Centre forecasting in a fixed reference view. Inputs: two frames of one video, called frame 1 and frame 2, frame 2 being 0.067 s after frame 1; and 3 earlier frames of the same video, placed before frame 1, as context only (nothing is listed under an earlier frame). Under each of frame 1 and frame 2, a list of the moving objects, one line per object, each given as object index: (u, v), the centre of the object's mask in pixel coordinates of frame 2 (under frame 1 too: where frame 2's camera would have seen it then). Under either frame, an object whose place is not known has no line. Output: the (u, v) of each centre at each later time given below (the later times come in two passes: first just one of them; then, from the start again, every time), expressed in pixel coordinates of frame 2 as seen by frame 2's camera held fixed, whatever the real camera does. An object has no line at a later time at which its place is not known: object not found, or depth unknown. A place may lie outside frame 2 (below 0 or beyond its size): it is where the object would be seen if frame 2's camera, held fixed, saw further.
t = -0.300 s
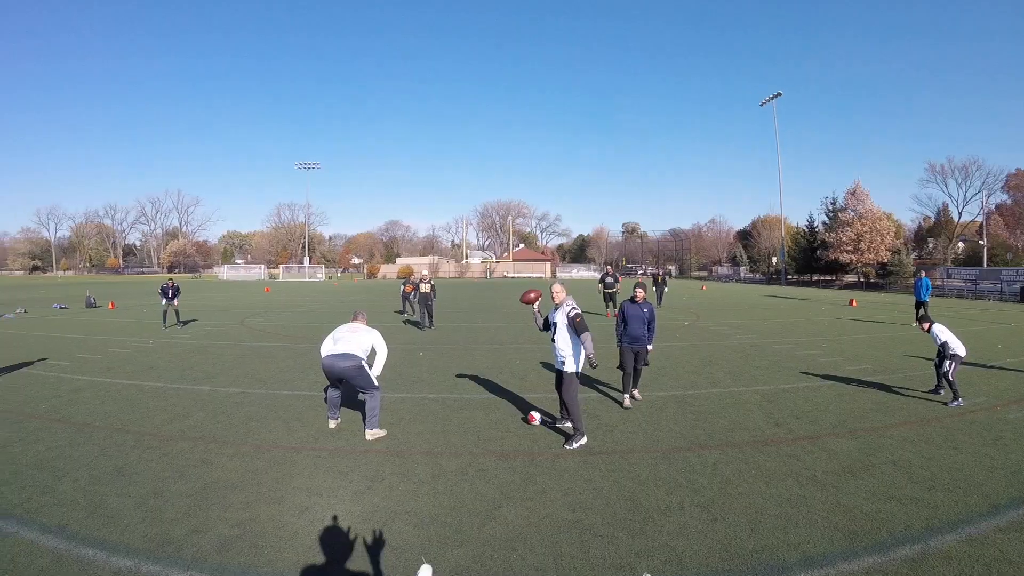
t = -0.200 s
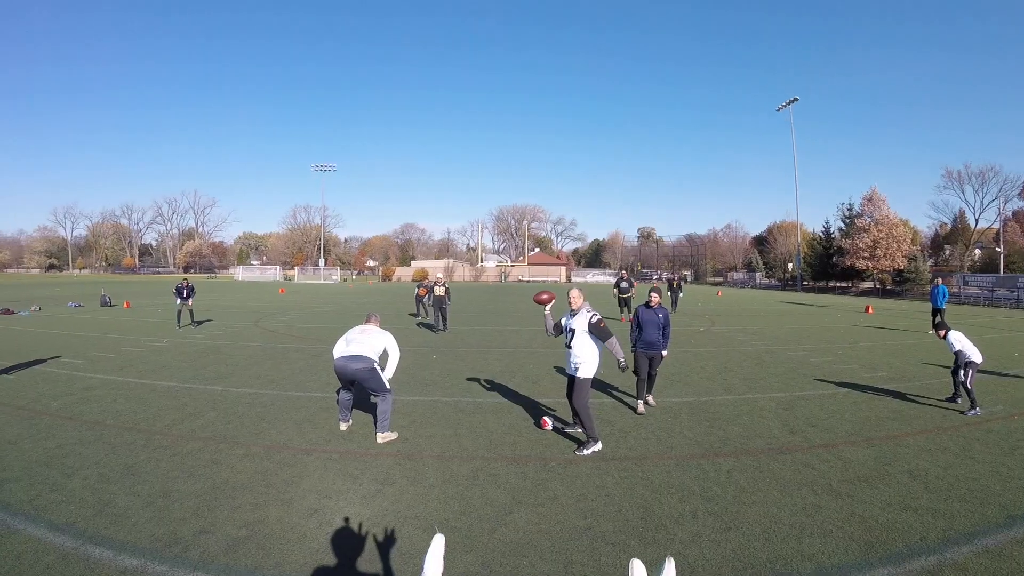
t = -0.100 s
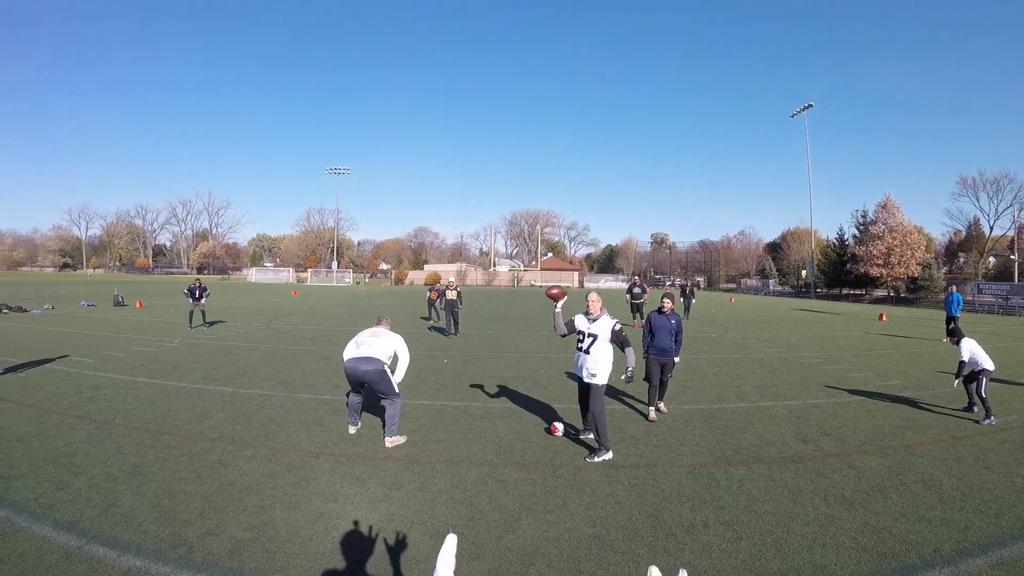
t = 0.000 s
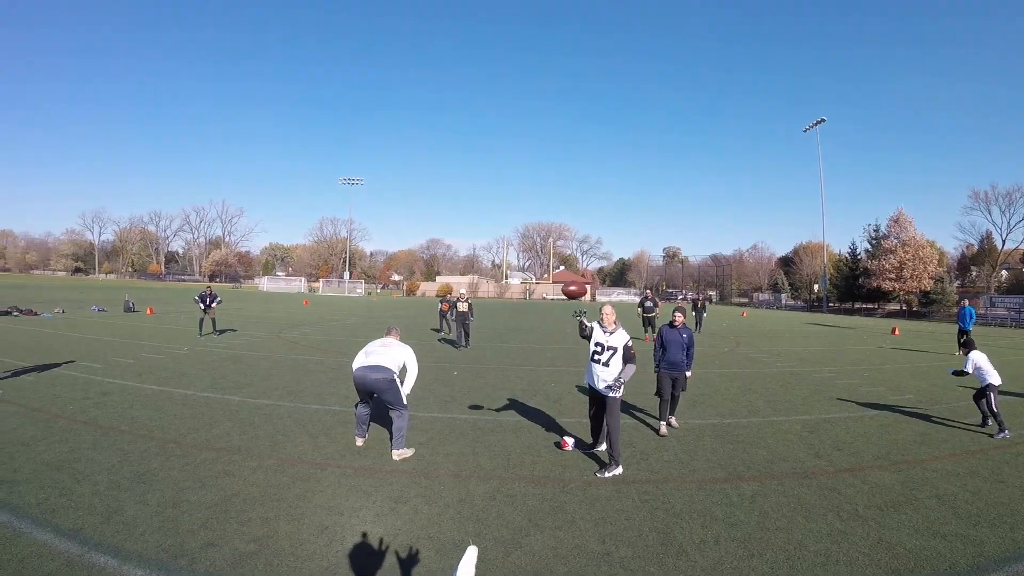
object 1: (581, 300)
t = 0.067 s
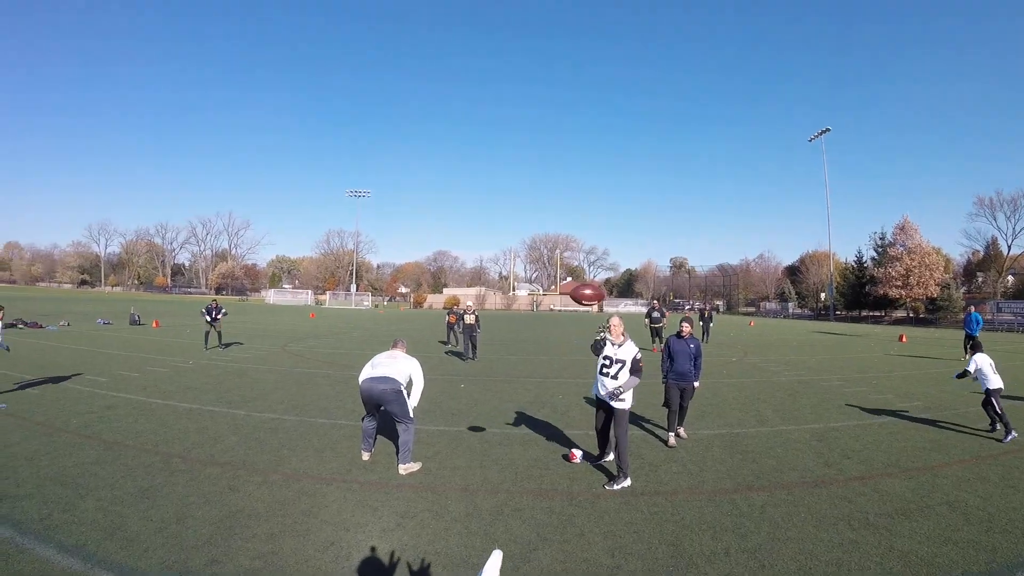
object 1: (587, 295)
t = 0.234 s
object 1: (607, 303)
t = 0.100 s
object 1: (590, 293)
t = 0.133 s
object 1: (594, 293)
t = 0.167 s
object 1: (598, 294)
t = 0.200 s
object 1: (602, 297)
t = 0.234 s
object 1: (607, 303)
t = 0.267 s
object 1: (612, 312)
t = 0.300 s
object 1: (620, 329)
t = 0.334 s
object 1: (632, 358)
